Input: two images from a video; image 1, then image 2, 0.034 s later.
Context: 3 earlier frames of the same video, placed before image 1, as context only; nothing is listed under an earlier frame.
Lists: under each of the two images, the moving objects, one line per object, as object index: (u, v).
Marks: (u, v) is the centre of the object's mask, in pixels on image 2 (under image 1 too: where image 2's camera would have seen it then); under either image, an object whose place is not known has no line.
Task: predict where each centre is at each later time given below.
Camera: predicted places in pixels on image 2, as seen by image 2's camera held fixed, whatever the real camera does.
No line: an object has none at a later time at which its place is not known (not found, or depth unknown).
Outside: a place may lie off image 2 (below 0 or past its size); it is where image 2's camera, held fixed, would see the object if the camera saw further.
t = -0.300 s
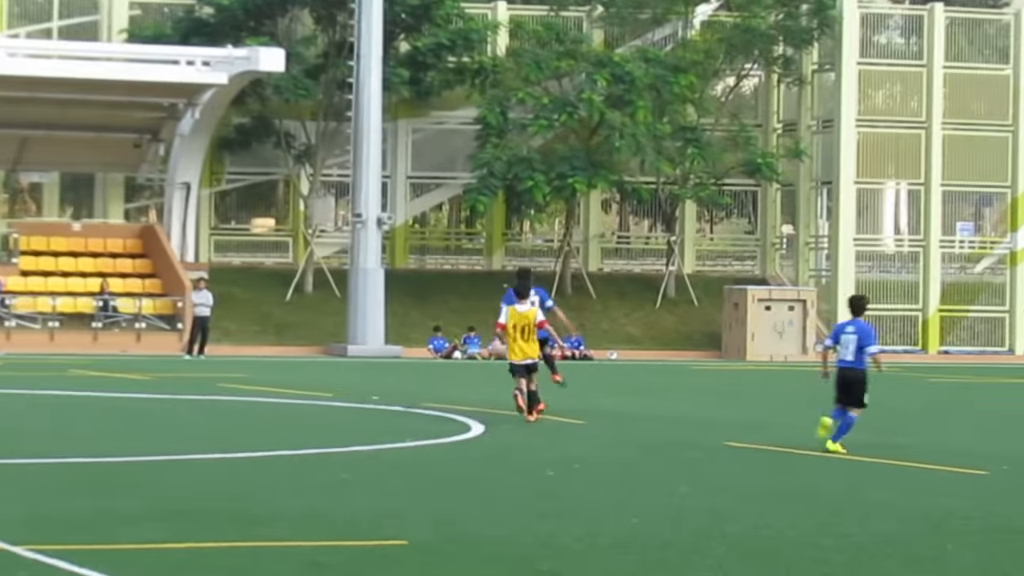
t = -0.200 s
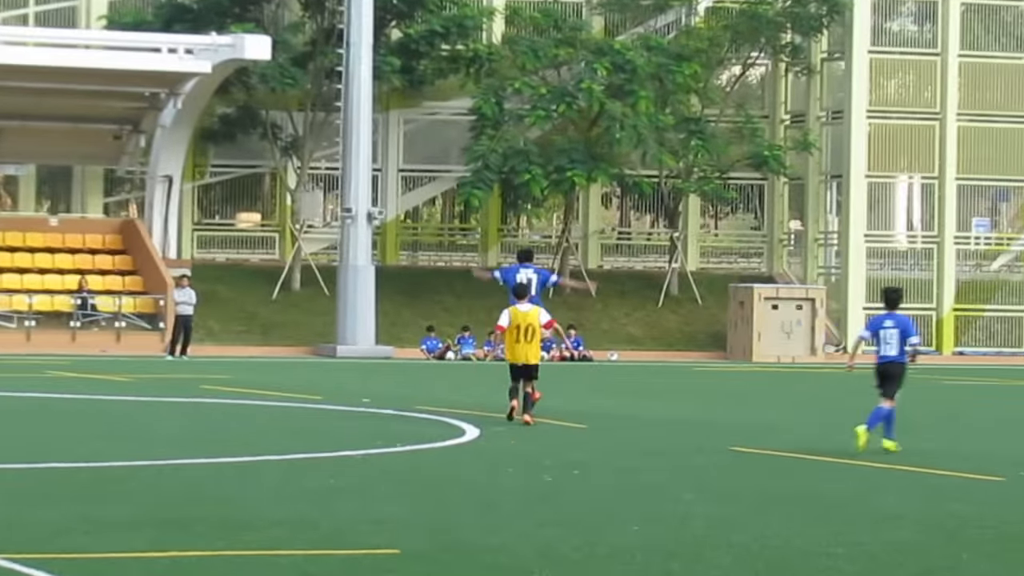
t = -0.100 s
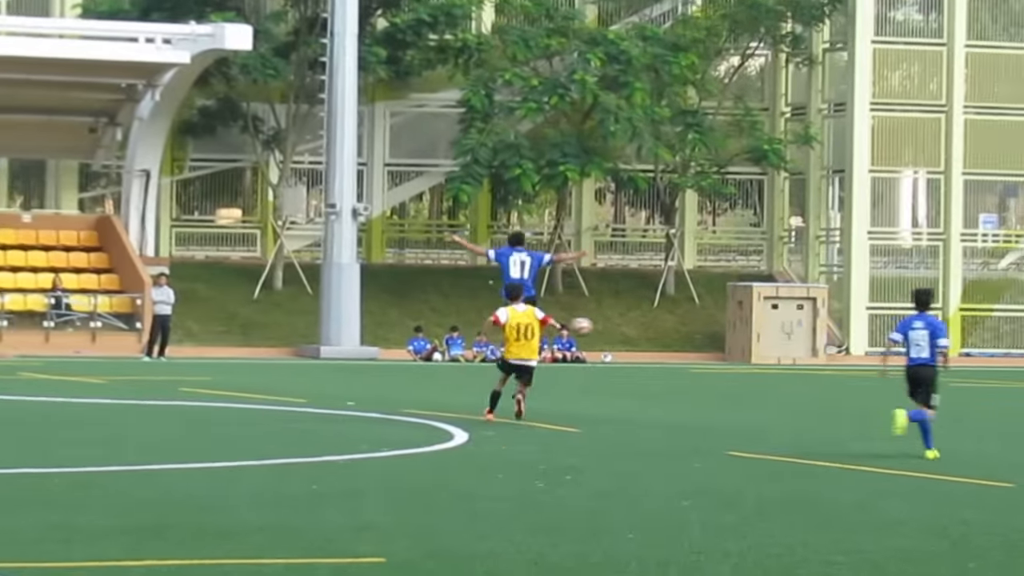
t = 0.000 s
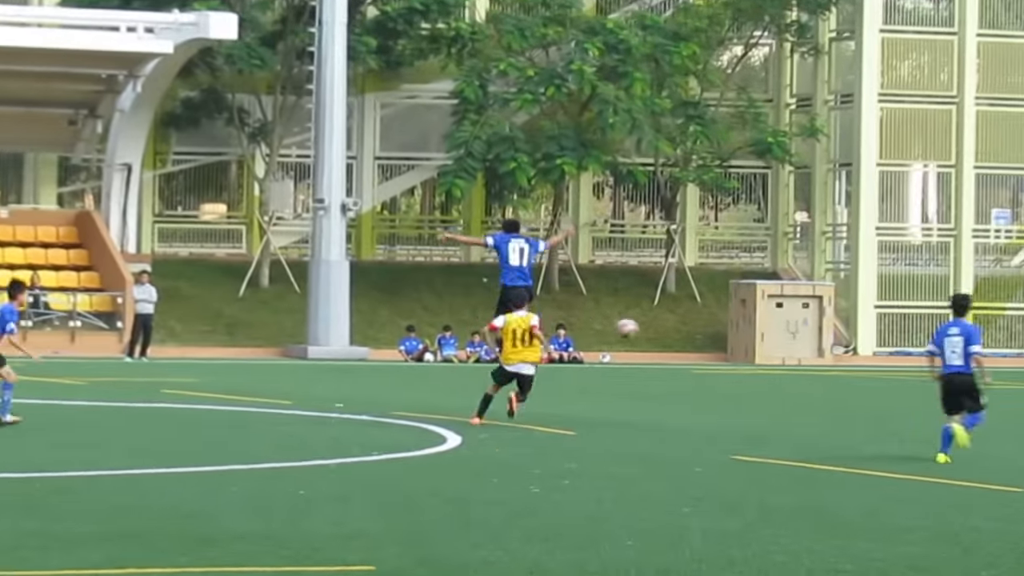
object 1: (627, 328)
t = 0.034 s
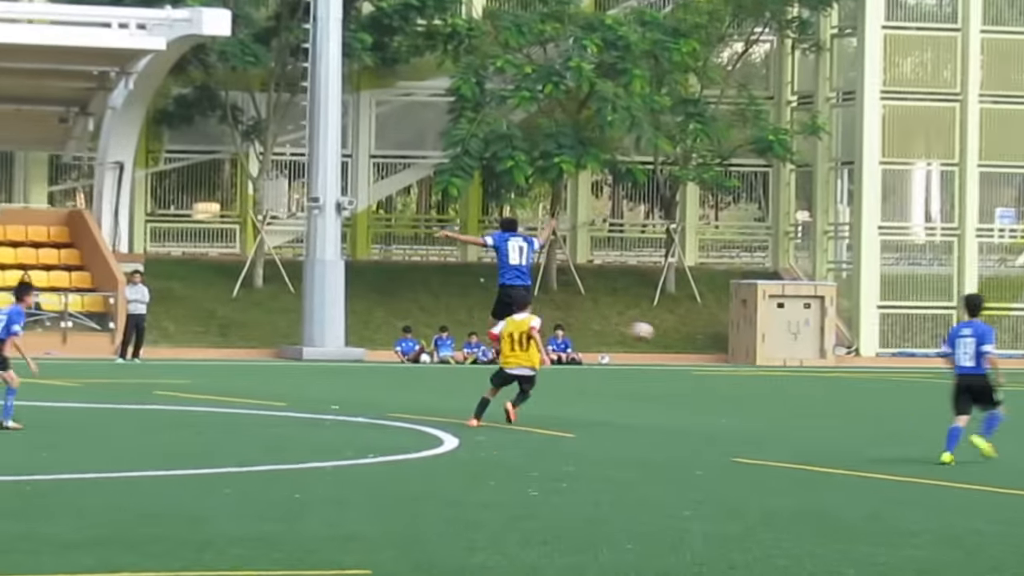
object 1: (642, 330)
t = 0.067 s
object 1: (657, 334)
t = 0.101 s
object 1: (673, 340)
